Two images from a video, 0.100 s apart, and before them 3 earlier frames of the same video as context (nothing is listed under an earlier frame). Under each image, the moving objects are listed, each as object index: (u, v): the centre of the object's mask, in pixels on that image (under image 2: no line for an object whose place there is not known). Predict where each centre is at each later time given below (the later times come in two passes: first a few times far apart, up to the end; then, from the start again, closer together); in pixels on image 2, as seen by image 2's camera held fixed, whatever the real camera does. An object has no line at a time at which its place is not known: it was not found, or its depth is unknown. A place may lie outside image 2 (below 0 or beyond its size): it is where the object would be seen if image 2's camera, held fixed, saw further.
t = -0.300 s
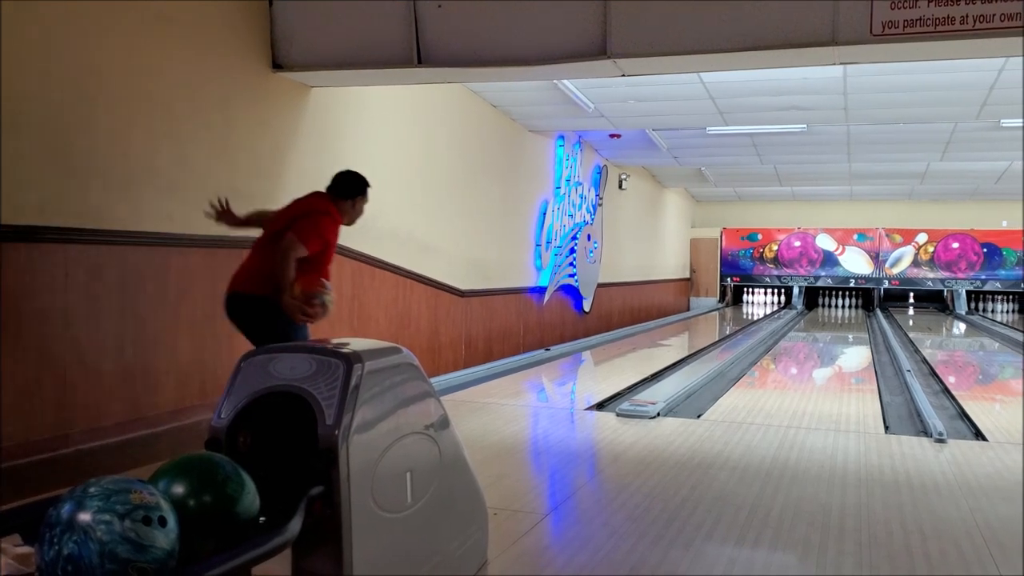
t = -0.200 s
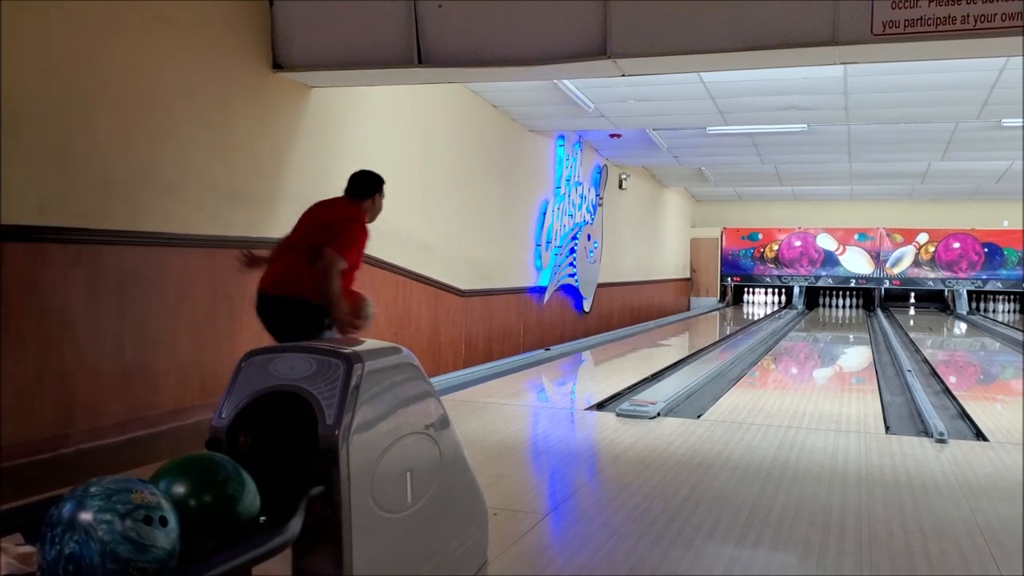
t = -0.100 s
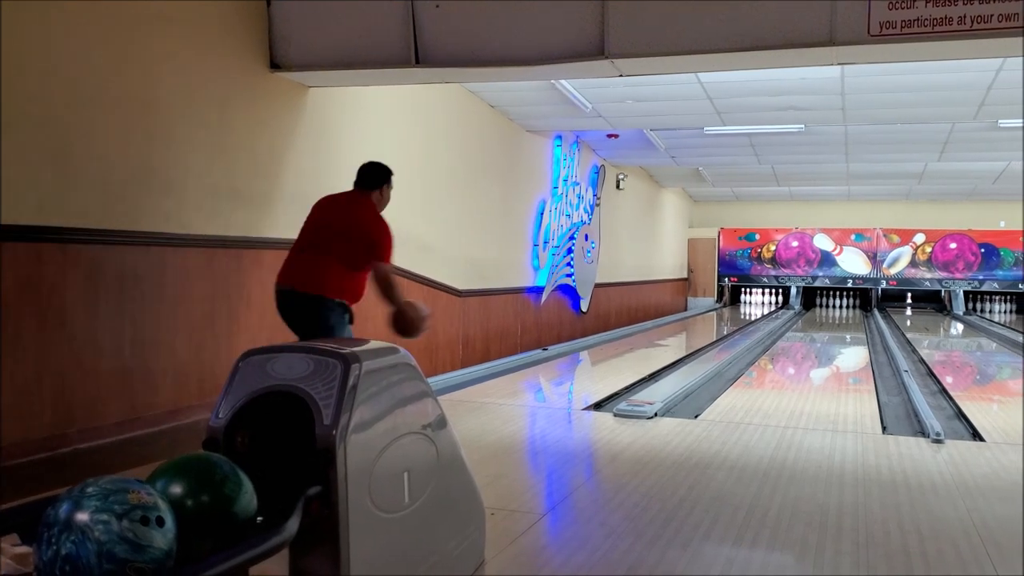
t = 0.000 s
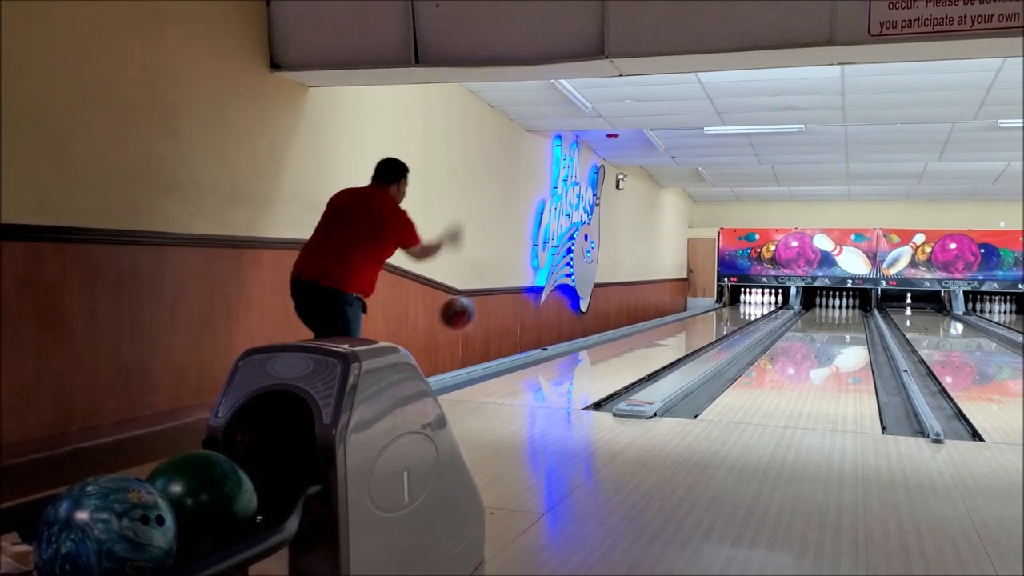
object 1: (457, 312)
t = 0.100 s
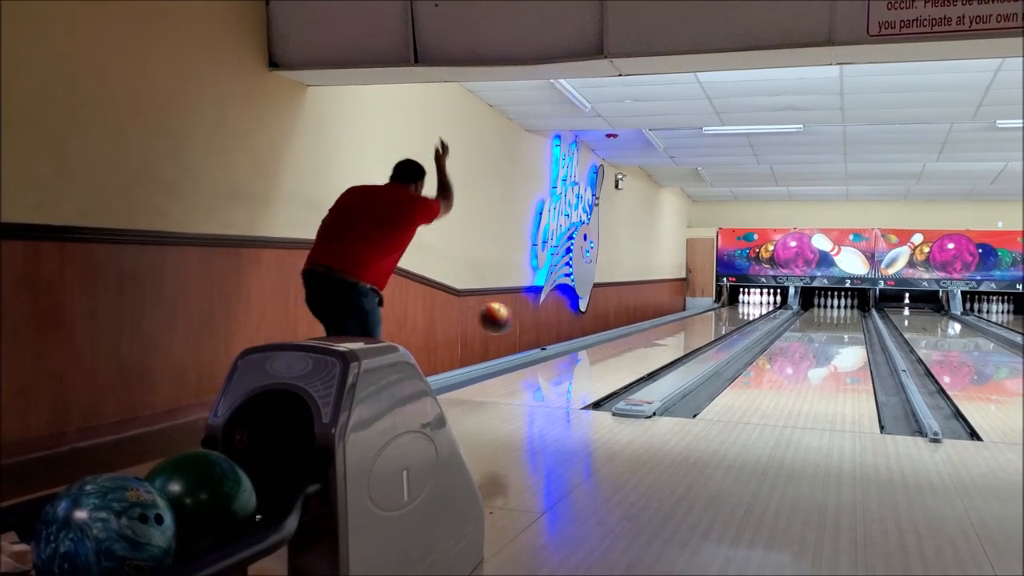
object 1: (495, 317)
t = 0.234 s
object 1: (535, 344)
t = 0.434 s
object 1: (581, 360)
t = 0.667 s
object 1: (622, 348)
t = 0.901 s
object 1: (651, 338)
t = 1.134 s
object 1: (676, 330)
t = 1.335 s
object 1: (690, 326)
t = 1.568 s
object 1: (704, 320)
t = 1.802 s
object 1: (718, 317)
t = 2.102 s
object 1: (729, 312)
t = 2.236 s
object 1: (730, 310)
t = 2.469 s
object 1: (739, 307)
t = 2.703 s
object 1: (742, 305)
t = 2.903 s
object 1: (744, 304)
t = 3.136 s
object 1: (746, 302)
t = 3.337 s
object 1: (745, 300)
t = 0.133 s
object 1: (506, 322)
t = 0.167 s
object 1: (517, 329)
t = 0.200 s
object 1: (527, 336)
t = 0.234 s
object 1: (535, 344)
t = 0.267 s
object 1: (544, 352)
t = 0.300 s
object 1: (551, 363)
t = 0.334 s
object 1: (560, 368)
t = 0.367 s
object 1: (567, 364)
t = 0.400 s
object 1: (575, 362)
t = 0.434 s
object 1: (581, 360)
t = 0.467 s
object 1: (588, 358)
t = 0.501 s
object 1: (594, 357)
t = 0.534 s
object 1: (600, 355)
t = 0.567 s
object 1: (606, 352)
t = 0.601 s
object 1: (611, 350)
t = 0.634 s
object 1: (617, 349)
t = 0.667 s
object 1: (622, 348)
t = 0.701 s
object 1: (626, 346)
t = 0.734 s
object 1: (631, 344)
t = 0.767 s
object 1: (635, 343)
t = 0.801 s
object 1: (639, 341)
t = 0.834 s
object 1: (643, 340)
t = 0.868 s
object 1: (647, 339)
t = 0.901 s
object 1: (651, 338)
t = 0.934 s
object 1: (655, 337)
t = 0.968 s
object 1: (658, 336)
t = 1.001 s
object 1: (662, 335)
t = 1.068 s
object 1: (668, 333)
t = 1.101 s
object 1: (672, 332)
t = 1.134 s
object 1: (676, 330)
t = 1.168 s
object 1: (678, 329)
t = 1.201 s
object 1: (680, 330)
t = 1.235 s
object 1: (683, 328)
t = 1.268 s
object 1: (685, 327)
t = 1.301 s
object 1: (687, 326)
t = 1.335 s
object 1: (690, 326)
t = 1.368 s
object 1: (692, 325)
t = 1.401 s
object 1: (694, 324)
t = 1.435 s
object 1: (697, 323)
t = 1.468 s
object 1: (698, 323)
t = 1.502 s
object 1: (701, 321)
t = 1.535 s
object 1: (702, 321)
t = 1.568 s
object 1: (704, 320)
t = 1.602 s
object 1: (707, 319)
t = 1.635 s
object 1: (708, 319)
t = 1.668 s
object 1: (710, 318)
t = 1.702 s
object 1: (712, 317)
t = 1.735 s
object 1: (713, 318)
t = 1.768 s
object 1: (714, 317)
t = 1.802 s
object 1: (718, 317)
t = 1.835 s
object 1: (718, 315)
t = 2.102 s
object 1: (729, 312)
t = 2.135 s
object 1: (729, 310)
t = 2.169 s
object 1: (730, 310)
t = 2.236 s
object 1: (730, 310)
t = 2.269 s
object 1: (731, 310)
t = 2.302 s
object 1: (735, 311)
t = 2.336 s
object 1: (735, 309)
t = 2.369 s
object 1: (735, 308)
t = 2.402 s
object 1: (736, 307)
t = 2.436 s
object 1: (736, 308)
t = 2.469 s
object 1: (739, 307)
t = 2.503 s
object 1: (739, 307)
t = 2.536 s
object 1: (739, 306)
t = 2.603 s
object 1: (741, 306)
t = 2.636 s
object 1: (742, 306)
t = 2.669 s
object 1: (742, 306)
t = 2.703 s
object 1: (742, 305)
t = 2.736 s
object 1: (743, 304)
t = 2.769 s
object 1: (743, 305)
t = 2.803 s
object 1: (743, 305)
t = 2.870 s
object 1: (744, 304)
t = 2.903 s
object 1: (744, 304)
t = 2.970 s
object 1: (744, 304)
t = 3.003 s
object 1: (744, 303)
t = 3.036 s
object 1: (745, 303)
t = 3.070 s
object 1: (745, 303)
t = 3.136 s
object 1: (746, 302)
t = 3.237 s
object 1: (745, 301)
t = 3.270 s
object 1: (746, 300)
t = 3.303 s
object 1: (744, 301)
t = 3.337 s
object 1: (745, 300)
